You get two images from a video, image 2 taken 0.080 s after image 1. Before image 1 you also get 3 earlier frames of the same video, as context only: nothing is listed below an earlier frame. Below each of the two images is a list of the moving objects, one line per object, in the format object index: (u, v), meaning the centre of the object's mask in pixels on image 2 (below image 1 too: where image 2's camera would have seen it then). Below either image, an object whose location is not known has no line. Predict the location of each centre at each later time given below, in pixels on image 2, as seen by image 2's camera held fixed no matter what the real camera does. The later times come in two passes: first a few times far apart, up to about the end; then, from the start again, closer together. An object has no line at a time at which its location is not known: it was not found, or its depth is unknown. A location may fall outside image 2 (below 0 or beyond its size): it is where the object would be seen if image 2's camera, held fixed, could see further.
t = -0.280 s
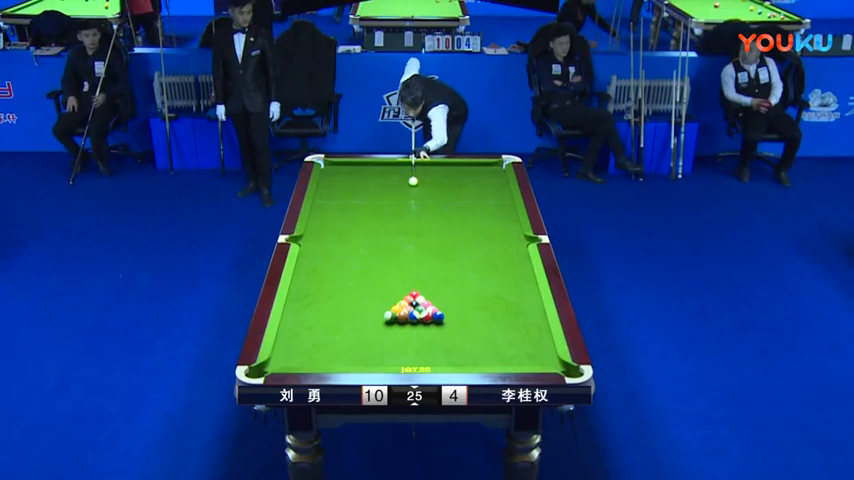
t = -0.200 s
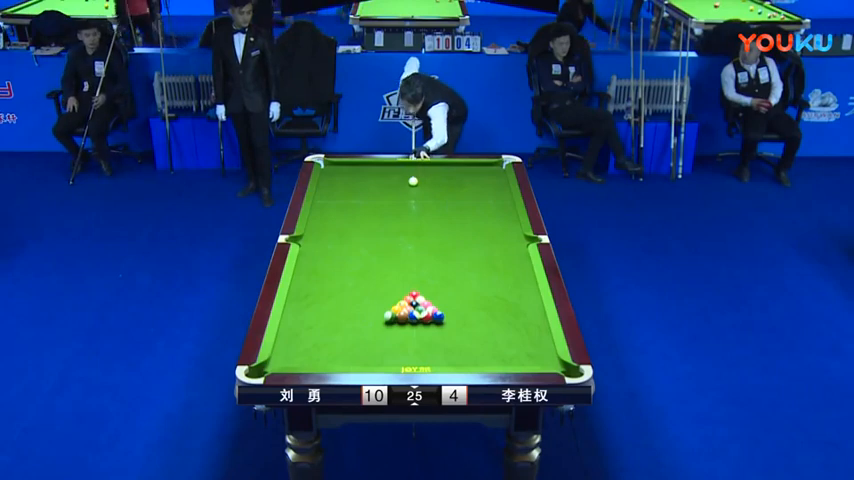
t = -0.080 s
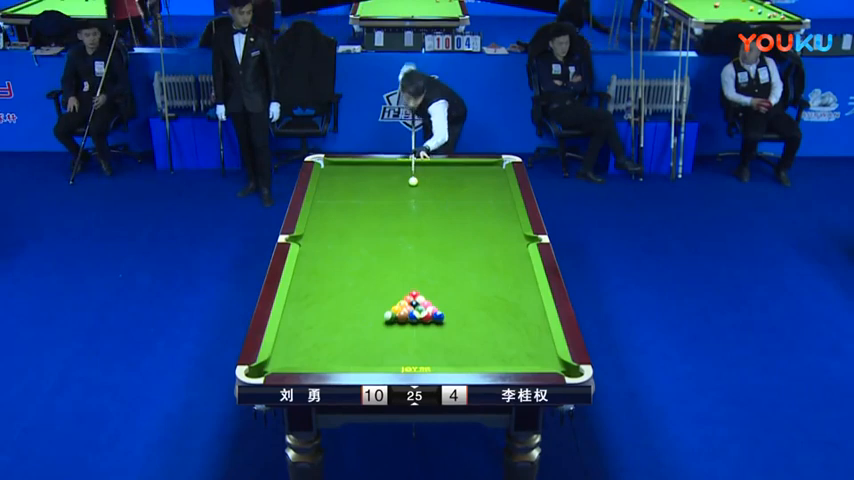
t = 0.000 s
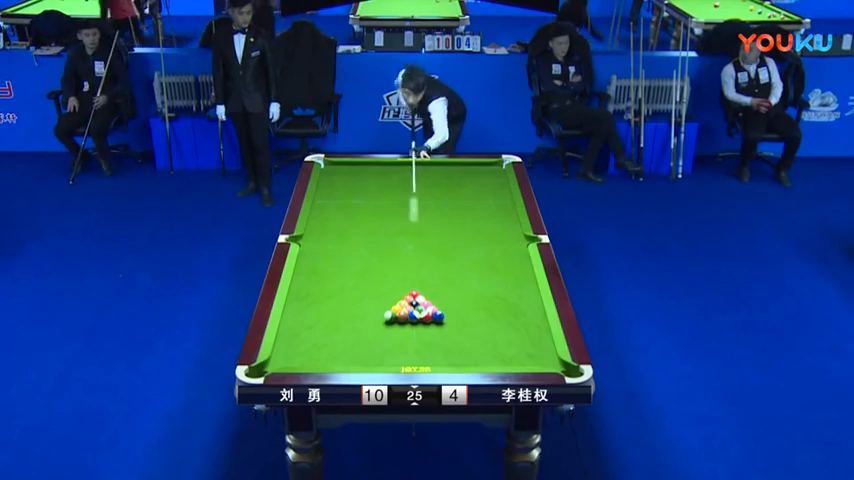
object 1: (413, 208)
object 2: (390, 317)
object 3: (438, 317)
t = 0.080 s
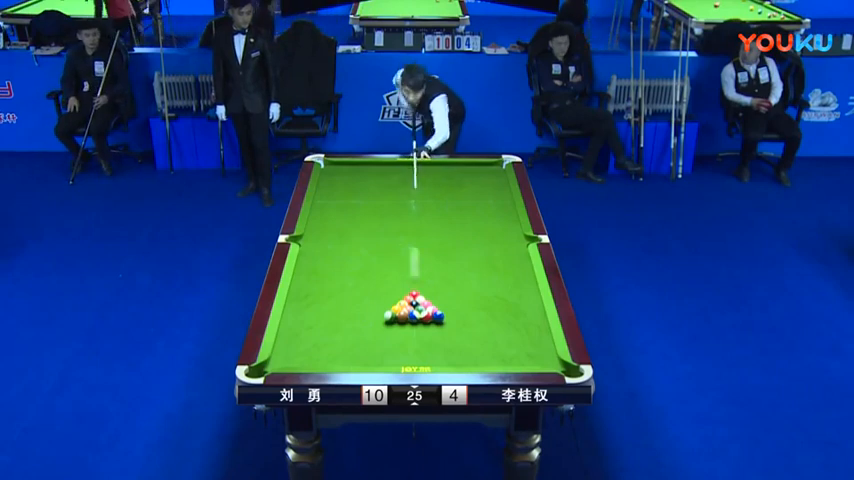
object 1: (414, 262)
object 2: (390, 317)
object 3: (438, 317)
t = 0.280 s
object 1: (431, 263)
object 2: (317, 351)
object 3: (506, 356)
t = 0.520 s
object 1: (452, 257)
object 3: (536, 302)
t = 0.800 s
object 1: (474, 246)
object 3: (497, 261)
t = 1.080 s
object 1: (470, 225)
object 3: (490, 246)
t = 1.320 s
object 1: (462, 207)
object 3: (490, 237)
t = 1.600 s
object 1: (455, 190)
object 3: (490, 229)
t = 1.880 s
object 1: (450, 175)
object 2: (463, 174)
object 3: (490, 221)
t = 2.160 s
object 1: (445, 165)
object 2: (498, 188)
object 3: (490, 215)
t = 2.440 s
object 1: (443, 173)
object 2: (493, 200)
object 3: (490, 208)
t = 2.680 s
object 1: (442, 180)
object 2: (480, 201)
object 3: (490, 215)
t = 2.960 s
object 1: (440, 187)
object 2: (464, 200)
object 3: (489, 223)
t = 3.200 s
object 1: (438, 194)
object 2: (452, 200)
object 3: (488, 229)
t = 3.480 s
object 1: (430, 200)
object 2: (446, 201)
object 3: (488, 237)
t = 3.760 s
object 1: (416, 204)
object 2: (446, 203)
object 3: (488, 244)
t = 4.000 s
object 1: (401, 204)
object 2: (446, 204)
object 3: (488, 250)
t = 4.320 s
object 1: (383, 204)
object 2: (445, 205)
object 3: (488, 257)
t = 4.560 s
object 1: (370, 204)
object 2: (445, 206)
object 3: (488, 262)
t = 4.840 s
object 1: (356, 204)
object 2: (445, 206)
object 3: (488, 267)
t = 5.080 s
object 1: (346, 204)
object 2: (445, 206)
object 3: (488, 271)
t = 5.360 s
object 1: (334, 205)
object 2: (445, 206)
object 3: (485, 274)
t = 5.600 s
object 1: (325, 205)
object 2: (445, 206)
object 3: (484, 276)
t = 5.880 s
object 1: (316, 204)
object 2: (445, 206)
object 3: (482, 277)
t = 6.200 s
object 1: (321, 204)
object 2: (445, 206)
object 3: (481, 278)
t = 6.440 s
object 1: (324, 204)
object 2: (445, 206)
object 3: (481, 278)
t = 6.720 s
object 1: (327, 204)
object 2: (445, 206)
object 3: (481, 278)
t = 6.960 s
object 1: (329, 204)
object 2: (445, 206)
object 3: (481, 278)
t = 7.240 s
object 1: (330, 204)
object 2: (445, 206)
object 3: (481, 278)
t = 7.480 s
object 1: (330, 204)
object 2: (445, 206)
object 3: (481, 278)
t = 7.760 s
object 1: (331, 204)
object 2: (445, 206)
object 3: (481, 278)
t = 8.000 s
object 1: (331, 204)
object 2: (445, 206)
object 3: (481, 278)
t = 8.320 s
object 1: (331, 204)
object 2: (445, 206)
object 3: (481, 278)
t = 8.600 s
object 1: (331, 204)
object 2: (445, 206)
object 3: (481, 278)
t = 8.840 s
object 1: (331, 204)
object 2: (445, 206)
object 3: (481, 278)
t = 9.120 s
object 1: (331, 204)
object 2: (445, 206)
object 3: (481, 278)
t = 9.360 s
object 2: (445, 206)
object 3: (481, 278)
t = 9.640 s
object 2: (445, 206)
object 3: (481, 278)
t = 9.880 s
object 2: (445, 206)
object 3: (481, 278)
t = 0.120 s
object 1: (416, 283)
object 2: (385, 319)
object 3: (442, 320)
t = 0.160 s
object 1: (420, 275)
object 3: (459, 334)
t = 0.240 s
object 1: (427, 264)
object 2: (324, 361)
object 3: (494, 359)
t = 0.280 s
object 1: (431, 263)
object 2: (317, 351)
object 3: (506, 356)
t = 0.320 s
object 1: (435, 263)
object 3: (513, 345)
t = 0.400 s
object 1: (442, 263)
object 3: (524, 326)
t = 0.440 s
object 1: (446, 259)
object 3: (530, 317)
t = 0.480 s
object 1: (449, 258)
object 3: (535, 308)
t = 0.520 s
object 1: (452, 257)
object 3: (536, 302)
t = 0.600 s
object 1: (459, 253)
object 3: (522, 288)
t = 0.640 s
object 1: (462, 251)
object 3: (517, 283)
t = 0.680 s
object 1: (465, 250)
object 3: (512, 277)
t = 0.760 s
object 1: (471, 247)
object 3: (502, 266)
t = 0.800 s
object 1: (474, 246)
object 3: (497, 261)
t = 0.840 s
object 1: (476, 245)
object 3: (493, 256)
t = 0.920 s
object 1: (478, 241)
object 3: (487, 248)
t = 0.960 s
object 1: (476, 237)
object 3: (488, 248)
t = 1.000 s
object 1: (474, 233)
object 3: (489, 248)
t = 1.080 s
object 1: (470, 225)
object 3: (490, 246)
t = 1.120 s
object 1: (468, 221)
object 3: (490, 244)
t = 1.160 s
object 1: (466, 218)
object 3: (490, 243)
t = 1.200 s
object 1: (465, 215)
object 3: (490, 241)
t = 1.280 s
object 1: (463, 210)
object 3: (490, 239)
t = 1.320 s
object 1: (462, 207)
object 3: (490, 237)
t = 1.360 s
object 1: (461, 205)
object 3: (490, 236)
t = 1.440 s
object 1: (459, 200)
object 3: (490, 234)
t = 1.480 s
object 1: (458, 197)
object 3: (490, 233)
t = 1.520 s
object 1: (457, 195)
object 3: (490, 231)
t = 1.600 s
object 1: (455, 190)
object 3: (490, 229)
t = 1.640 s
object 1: (455, 188)
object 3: (490, 228)
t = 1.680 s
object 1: (454, 186)
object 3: (490, 227)
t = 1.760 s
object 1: (452, 181)
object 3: (490, 225)
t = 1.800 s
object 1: (451, 180)
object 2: (452, 169)
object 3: (490, 223)
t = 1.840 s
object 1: (451, 177)
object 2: (458, 173)
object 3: (490, 223)
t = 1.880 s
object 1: (450, 175)
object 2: (463, 174)
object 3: (490, 221)
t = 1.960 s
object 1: (448, 171)
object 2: (472, 179)
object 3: (490, 220)
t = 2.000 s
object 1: (448, 169)
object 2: (478, 180)
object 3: (490, 218)
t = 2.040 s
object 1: (447, 167)
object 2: (482, 182)
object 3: (490, 217)
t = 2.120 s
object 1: (445, 164)
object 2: (493, 185)
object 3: (490, 215)
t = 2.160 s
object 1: (445, 165)
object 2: (498, 188)
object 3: (490, 215)
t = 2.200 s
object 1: (445, 166)
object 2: (504, 189)
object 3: (491, 214)
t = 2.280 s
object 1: (444, 169)
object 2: (503, 193)
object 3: (491, 212)
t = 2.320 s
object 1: (444, 170)
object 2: (500, 195)
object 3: (491, 211)
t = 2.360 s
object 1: (444, 171)
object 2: (498, 197)
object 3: (490, 210)
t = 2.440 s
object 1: (443, 173)
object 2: (493, 200)
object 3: (490, 208)
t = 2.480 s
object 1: (443, 174)
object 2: (490, 201)
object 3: (490, 208)
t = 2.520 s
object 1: (443, 175)
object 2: (488, 201)
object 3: (490, 209)
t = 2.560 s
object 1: (442, 177)
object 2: (485, 201)
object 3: (490, 211)
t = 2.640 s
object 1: (442, 179)
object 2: (481, 201)
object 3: (490, 214)
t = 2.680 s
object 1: (442, 180)
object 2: (480, 201)
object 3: (490, 215)
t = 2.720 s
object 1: (441, 181)
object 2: (477, 201)
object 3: (489, 216)
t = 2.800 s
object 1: (441, 183)
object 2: (473, 201)
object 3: (489, 219)
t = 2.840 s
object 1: (441, 184)
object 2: (471, 201)
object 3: (489, 219)
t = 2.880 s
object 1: (440, 185)
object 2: (468, 201)
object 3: (489, 221)
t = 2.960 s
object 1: (440, 187)
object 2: (464, 200)
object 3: (489, 223)
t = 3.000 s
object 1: (440, 189)
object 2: (462, 201)
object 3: (489, 224)
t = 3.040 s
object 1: (439, 190)
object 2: (460, 201)
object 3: (489, 225)
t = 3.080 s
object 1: (439, 191)
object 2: (458, 200)
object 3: (489, 226)
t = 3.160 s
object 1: (439, 193)
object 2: (455, 200)
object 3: (489, 228)
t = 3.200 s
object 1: (438, 194)
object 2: (452, 200)
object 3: (488, 229)
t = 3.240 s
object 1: (438, 195)
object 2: (450, 200)
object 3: (489, 230)
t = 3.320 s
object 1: (438, 197)
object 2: (447, 200)
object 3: (488, 233)
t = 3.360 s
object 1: (436, 198)
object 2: (446, 200)
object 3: (488, 234)
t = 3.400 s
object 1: (434, 199)
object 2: (445, 200)
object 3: (488, 235)
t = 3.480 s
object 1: (430, 200)
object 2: (446, 201)
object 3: (488, 237)
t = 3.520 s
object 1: (428, 201)
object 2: (446, 201)
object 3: (488, 238)
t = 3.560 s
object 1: (427, 202)
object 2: (446, 202)
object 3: (488, 239)
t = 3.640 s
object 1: (423, 202)
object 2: (446, 202)
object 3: (488, 241)
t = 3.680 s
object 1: (420, 203)
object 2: (446, 202)
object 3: (488, 242)
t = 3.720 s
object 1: (418, 203)
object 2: (446, 202)
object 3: (488, 243)
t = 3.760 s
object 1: (416, 204)
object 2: (446, 203)
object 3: (488, 244)
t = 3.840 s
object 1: (411, 203)
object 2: (446, 203)
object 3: (488, 246)
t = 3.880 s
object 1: (408, 203)
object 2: (445, 203)
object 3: (488, 247)
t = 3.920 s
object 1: (405, 203)
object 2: (446, 204)
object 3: (488, 248)
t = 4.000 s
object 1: (401, 204)
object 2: (446, 204)
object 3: (488, 250)
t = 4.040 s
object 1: (399, 204)
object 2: (446, 204)
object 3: (488, 251)
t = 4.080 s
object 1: (396, 204)
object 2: (446, 205)
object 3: (488, 252)
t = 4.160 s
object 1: (392, 204)
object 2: (445, 205)
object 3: (488, 253)
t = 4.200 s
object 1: (390, 204)
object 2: (445, 205)
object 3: (488, 254)
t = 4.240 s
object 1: (387, 204)
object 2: (445, 205)
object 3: (488, 255)
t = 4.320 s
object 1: (383, 204)
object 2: (445, 205)
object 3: (488, 257)
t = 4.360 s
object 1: (381, 204)
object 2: (445, 206)
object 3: (488, 258)
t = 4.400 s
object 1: (379, 204)
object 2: (445, 206)
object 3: (488, 259)
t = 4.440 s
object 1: (376, 204)
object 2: (445, 206)
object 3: (488, 260)
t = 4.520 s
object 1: (372, 204)
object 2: (445, 206)
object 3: (488, 261)
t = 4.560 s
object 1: (370, 204)
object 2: (445, 206)
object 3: (488, 262)
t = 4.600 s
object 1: (368, 204)
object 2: (445, 206)
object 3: (488, 263)
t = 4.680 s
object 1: (364, 204)
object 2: (445, 206)
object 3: (488, 265)
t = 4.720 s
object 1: (362, 204)
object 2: (445, 206)
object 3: (488, 265)
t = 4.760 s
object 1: (360, 204)
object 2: (445, 206)
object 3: (488, 266)
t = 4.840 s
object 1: (356, 204)
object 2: (445, 206)
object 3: (488, 267)
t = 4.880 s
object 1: (354, 204)
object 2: (445, 206)
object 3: (488, 268)
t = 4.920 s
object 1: (353, 204)
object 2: (445, 206)
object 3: (488, 269)
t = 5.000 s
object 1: (349, 204)
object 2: (445, 206)
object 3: (488, 270)
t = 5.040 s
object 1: (347, 205)
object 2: (445, 206)
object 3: (488, 271)
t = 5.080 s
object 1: (346, 204)
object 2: (445, 206)
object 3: (488, 271)
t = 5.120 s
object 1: (344, 205)
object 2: (445, 206)
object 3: (487, 272)
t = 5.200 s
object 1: (340, 205)
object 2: (445, 206)
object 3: (487, 273)
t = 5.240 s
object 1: (339, 205)
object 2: (445, 206)
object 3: (486, 273)
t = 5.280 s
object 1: (337, 204)
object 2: (445, 206)
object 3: (486, 274)
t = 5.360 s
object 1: (334, 205)
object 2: (445, 206)
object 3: (485, 274)
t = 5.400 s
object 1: (332, 205)
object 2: (445, 206)
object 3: (485, 274)
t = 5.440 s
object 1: (331, 205)
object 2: (445, 206)
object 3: (485, 275)
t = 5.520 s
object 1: (328, 205)
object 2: (445, 206)
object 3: (484, 275)
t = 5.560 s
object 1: (326, 204)
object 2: (445, 206)
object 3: (484, 276)
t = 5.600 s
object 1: (325, 205)
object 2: (445, 206)
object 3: (484, 276)
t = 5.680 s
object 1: (322, 204)
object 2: (445, 206)
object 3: (483, 276)
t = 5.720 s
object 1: (321, 204)
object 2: (445, 206)
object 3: (483, 276)
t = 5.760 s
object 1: (319, 204)
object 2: (445, 206)
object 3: (483, 277)
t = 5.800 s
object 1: (318, 204)
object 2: (445, 206)
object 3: (482, 277)
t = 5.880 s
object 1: (316, 204)
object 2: (445, 206)
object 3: (482, 277)
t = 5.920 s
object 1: (316, 204)
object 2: (445, 206)
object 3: (482, 277)
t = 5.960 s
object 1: (317, 204)
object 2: (445, 206)
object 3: (482, 277)
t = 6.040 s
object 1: (318, 204)
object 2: (445, 206)
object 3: (482, 278)
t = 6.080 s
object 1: (319, 204)
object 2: (445, 206)
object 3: (481, 278)
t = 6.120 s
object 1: (320, 204)
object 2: (445, 206)
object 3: (481, 278)
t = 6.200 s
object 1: (321, 204)
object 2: (445, 206)
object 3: (481, 278)
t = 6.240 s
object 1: (322, 204)
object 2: (445, 206)
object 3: (481, 278)
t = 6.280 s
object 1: (322, 204)
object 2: (445, 206)
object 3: (481, 278)
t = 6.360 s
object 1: (323, 204)
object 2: (445, 206)
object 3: (481, 278)
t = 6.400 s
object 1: (324, 204)
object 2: (445, 206)
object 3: (481, 278)
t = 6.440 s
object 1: (324, 204)
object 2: (445, 206)
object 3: (481, 278)
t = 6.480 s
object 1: (325, 204)
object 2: (445, 206)
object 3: (481, 278)
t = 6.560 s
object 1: (326, 204)
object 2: (445, 206)
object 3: (481, 278)
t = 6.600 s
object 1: (326, 204)
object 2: (445, 206)
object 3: (481, 278)
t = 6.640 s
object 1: (327, 204)
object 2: (445, 206)
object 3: (481, 278)
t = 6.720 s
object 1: (327, 204)
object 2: (445, 206)
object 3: (481, 278)
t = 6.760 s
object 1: (328, 204)
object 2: (445, 206)
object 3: (481, 278)
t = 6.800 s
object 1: (328, 204)
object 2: (445, 206)
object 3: (481, 278)
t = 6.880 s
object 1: (329, 204)
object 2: (445, 206)
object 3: (481, 278)
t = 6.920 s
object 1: (329, 204)
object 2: (445, 206)
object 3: (481, 278)
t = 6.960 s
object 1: (329, 204)
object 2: (445, 206)
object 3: (481, 278)
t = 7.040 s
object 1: (330, 204)
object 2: (445, 206)
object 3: (481, 278)
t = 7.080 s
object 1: (330, 204)
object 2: (445, 206)
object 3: (481, 278)
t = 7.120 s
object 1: (330, 204)
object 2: (445, 206)
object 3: (481, 278)
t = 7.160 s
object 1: (330, 204)
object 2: (445, 206)
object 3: (481, 278)
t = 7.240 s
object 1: (330, 204)
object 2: (445, 206)
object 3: (481, 278)
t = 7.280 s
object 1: (330, 204)
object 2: (445, 206)
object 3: (481, 278)
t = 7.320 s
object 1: (330, 204)
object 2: (445, 206)
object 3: (481, 278)
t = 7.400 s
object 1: (330, 204)
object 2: (445, 206)
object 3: (481, 278)
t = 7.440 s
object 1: (330, 204)
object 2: (445, 206)
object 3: (481, 278)
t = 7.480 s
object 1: (330, 204)
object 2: (445, 206)
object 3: (481, 278)
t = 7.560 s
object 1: (331, 204)
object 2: (445, 206)
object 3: (481, 278)
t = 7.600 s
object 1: (331, 204)
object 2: (445, 206)
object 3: (481, 278)
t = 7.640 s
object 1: (331, 204)
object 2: (445, 206)
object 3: (481, 278)
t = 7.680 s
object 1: (331, 204)
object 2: (445, 206)
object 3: (481, 278)
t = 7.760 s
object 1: (331, 204)
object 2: (445, 206)
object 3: (481, 278)
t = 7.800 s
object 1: (331, 204)
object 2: (445, 206)
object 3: (481, 278)
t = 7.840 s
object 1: (331, 204)
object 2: (445, 206)
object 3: (481, 278)
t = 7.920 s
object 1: (331, 204)
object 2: (445, 206)
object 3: (481, 278)
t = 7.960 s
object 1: (331, 204)
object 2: (445, 206)
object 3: (481, 278)
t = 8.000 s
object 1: (331, 204)
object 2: (445, 206)
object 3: (481, 278)
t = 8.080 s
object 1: (331, 204)
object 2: (445, 206)
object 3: (481, 278)
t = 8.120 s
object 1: (331, 204)
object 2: (445, 206)
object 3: (481, 278)
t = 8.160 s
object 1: (331, 204)
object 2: (445, 206)
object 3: (481, 278)
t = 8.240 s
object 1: (331, 204)
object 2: (445, 206)
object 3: (481, 278)
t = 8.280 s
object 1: (331, 204)
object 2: (445, 206)
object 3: (481, 278)
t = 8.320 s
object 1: (331, 204)
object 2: (445, 206)
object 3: (481, 278)
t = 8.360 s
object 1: (331, 204)
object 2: (445, 206)
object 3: (481, 278)
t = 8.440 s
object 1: (331, 204)
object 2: (445, 206)
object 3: (481, 278)
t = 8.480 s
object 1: (331, 204)
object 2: (445, 206)
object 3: (481, 278)
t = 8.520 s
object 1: (331, 204)
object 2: (445, 206)
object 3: (481, 278)
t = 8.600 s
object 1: (331, 204)
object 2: (445, 206)
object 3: (481, 278)
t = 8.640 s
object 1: (331, 204)
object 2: (445, 206)
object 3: (481, 278)
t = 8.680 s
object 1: (331, 204)
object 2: (445, 206)
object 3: (481, 278)
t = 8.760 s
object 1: (331, 204)
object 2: (445, 206)
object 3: (481, 278)
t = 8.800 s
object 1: (331, 204)
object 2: (445, 206)
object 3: (481, 278)
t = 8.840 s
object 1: (331, 204)
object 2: (445, 206)
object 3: (481, 278)
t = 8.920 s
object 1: (331, 204)
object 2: (445, 206)
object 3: (481, 278)
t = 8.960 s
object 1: (331, 204)
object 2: (445, 206)
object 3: (481, 278)
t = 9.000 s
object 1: (331, 204)
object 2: (445, 206)
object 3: (481, 278)
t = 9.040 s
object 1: (331, 204)
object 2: (445, 206)
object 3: (481, 278)
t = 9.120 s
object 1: (331, 204)
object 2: (445, 206)
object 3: (481, 278)
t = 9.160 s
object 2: (445, 206)
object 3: (481, 278)
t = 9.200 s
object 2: (445, 206)
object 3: (481, 278)
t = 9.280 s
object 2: (445, 206)
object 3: (481, 278)
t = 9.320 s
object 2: (445, 206)
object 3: (481, 278)
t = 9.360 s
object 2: (445, 206)
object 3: (481, 278)
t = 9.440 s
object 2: (445, 206)
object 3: (481, 278)
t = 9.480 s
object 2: (445, 206)
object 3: (481, 278)
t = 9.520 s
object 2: (445, 206)
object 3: (481, 278)
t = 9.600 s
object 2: (445, 206)
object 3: (481, 278)
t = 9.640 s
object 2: (445, 206)
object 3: (481, 278)
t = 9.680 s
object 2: (445, 206)
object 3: (481, 278)
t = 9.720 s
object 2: (445, 206)
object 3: (481, 278)
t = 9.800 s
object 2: (445, 206)
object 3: (481, 278)
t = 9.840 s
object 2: (445, 206)
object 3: (481, 278)
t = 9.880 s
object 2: (445, 206)
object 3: (481, 278)
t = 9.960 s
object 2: (445, 206)
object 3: (481, 278)
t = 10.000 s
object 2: (445, 206)
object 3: (481, 278)
